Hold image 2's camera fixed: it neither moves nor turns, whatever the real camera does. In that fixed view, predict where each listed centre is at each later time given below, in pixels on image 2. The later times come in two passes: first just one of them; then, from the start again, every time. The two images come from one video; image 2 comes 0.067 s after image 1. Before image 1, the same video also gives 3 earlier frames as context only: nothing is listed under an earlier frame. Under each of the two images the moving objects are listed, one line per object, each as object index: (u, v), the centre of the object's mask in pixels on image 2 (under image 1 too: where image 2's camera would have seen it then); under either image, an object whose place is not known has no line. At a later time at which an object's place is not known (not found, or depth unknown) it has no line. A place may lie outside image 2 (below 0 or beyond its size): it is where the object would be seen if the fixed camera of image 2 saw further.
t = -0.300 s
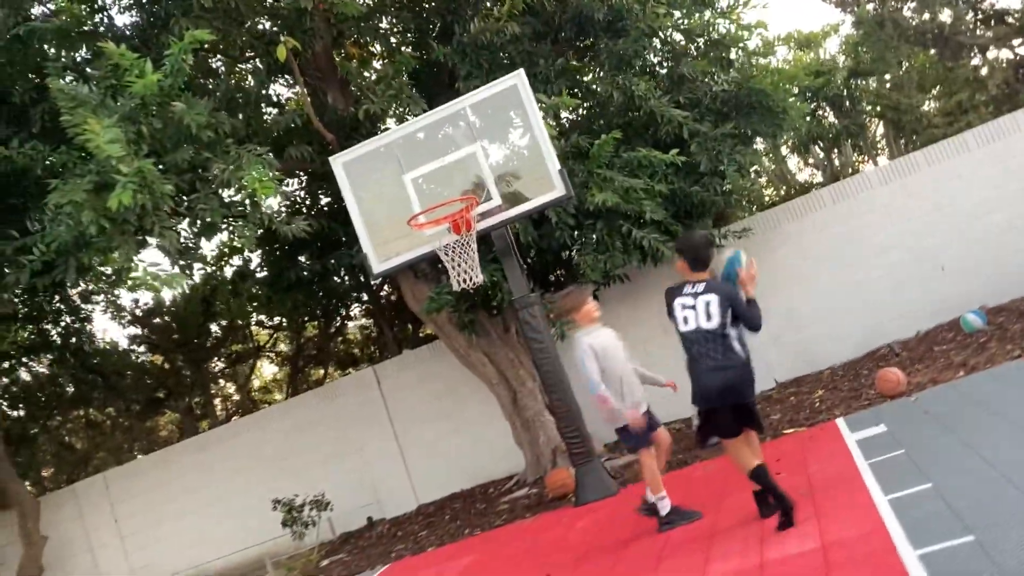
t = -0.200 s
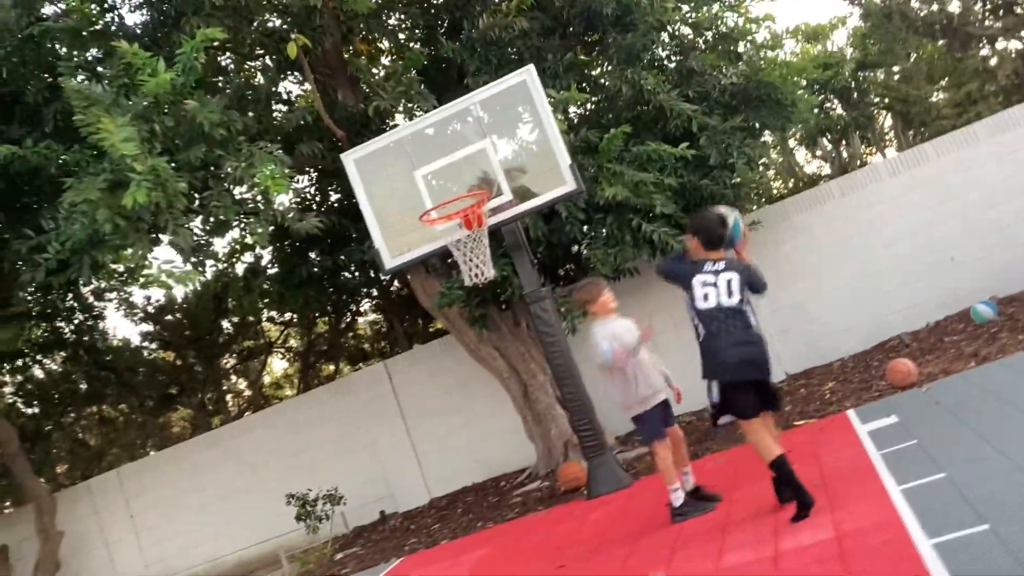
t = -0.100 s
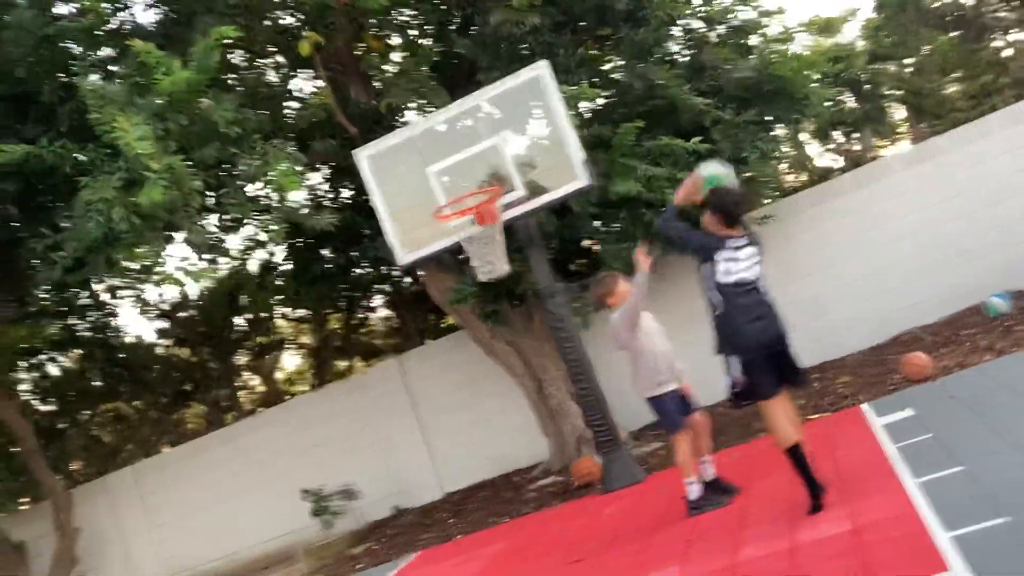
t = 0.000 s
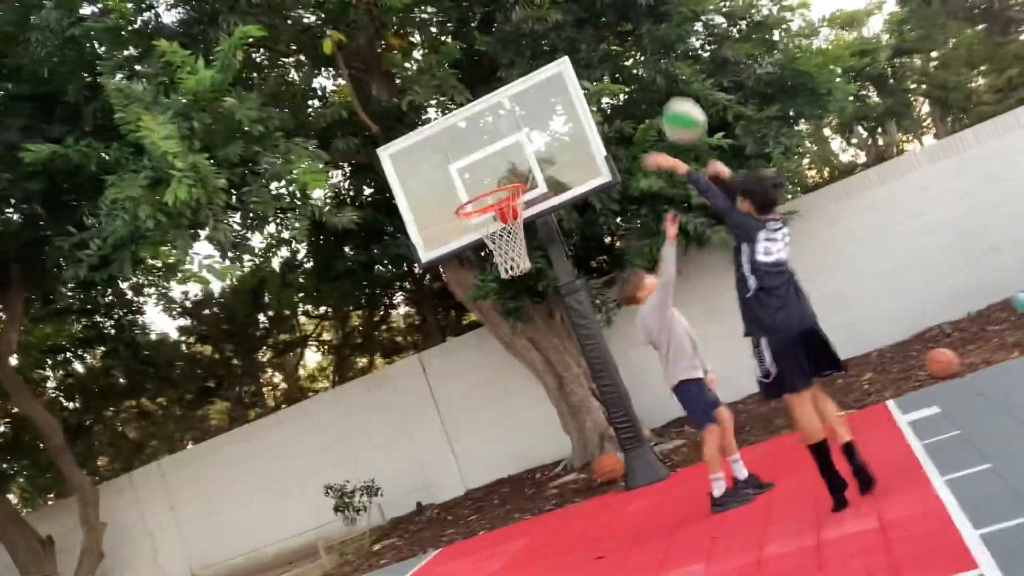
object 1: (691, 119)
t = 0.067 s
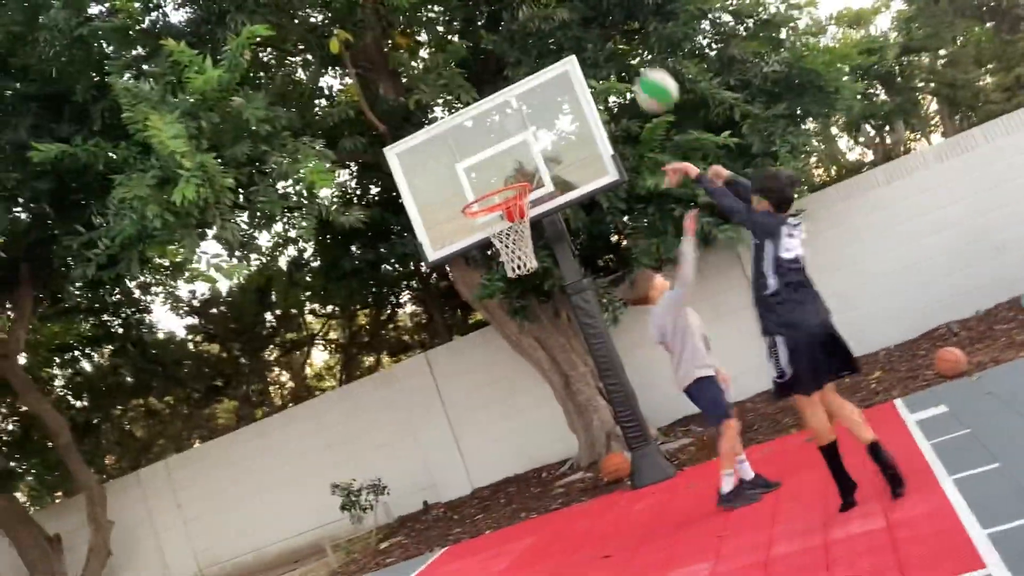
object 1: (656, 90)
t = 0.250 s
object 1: (582, 52)
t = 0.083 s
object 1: (648, 84)
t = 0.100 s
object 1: (641, 79)
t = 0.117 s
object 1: (633, 74)
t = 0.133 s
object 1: (626, 69)
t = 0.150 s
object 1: (619, 66)
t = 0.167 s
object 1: (612, 63)
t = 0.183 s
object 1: (606, 59)
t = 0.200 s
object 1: (599, 57)
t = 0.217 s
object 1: (594, 55)
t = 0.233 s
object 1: (587, 53)
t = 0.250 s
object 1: (582, 52)
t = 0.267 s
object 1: (576, 52)
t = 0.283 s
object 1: (571, 52)
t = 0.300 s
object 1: (566, 52)
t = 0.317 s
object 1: (562, 52)
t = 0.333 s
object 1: (557, 53)
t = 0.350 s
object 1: (553, 55)
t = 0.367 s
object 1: (549, 57)
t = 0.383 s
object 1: (545, 59)
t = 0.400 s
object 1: (542, 62)
